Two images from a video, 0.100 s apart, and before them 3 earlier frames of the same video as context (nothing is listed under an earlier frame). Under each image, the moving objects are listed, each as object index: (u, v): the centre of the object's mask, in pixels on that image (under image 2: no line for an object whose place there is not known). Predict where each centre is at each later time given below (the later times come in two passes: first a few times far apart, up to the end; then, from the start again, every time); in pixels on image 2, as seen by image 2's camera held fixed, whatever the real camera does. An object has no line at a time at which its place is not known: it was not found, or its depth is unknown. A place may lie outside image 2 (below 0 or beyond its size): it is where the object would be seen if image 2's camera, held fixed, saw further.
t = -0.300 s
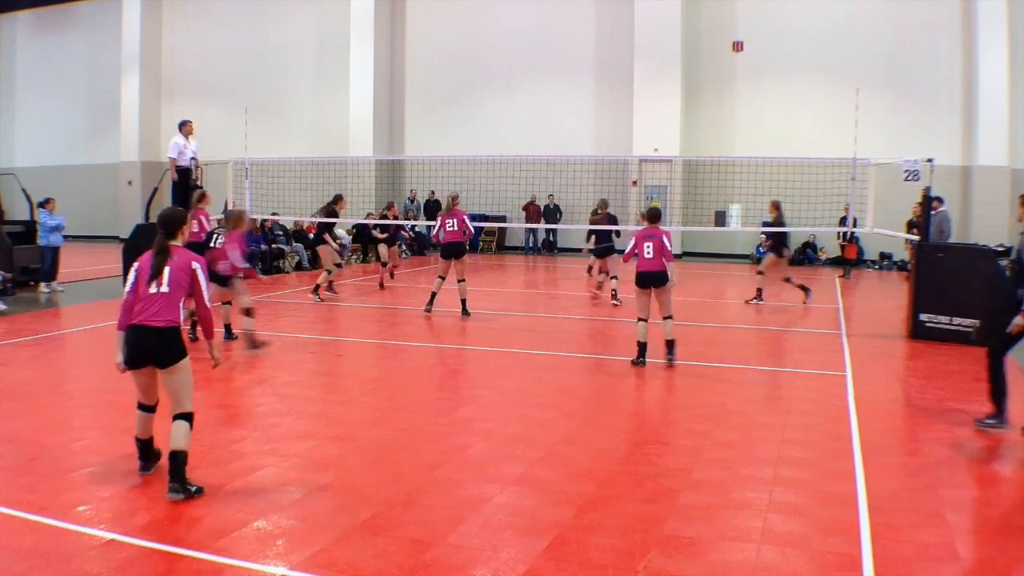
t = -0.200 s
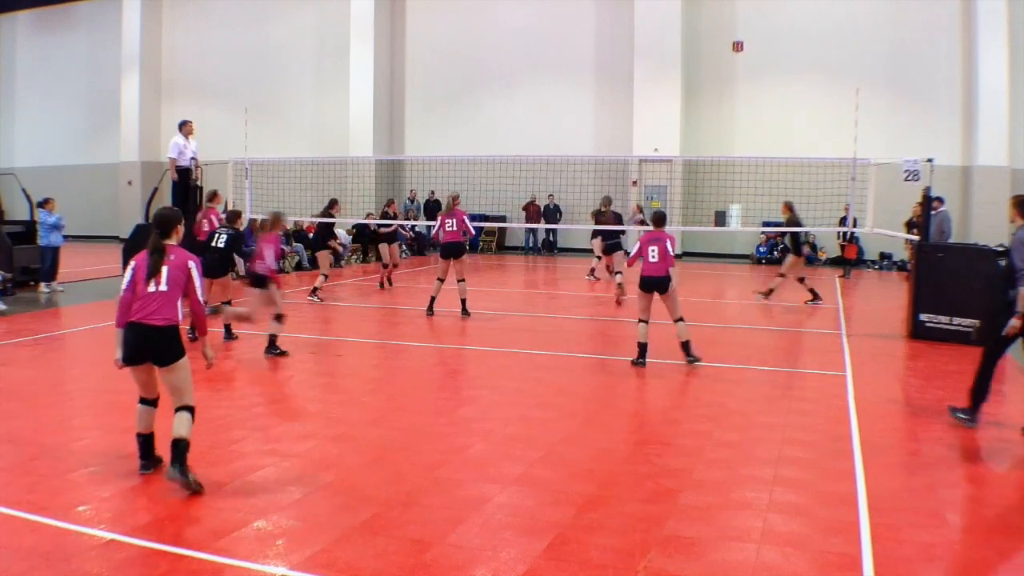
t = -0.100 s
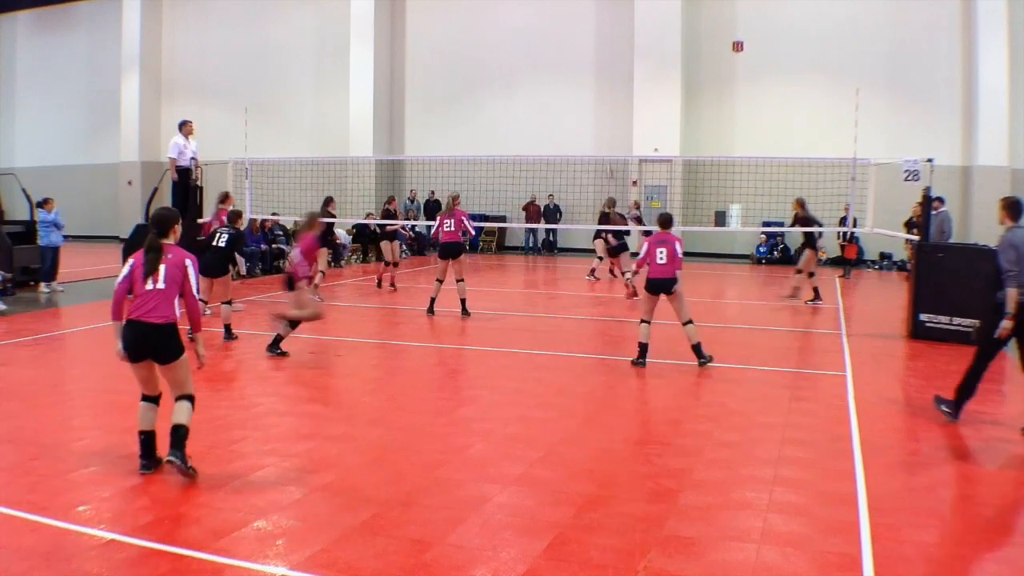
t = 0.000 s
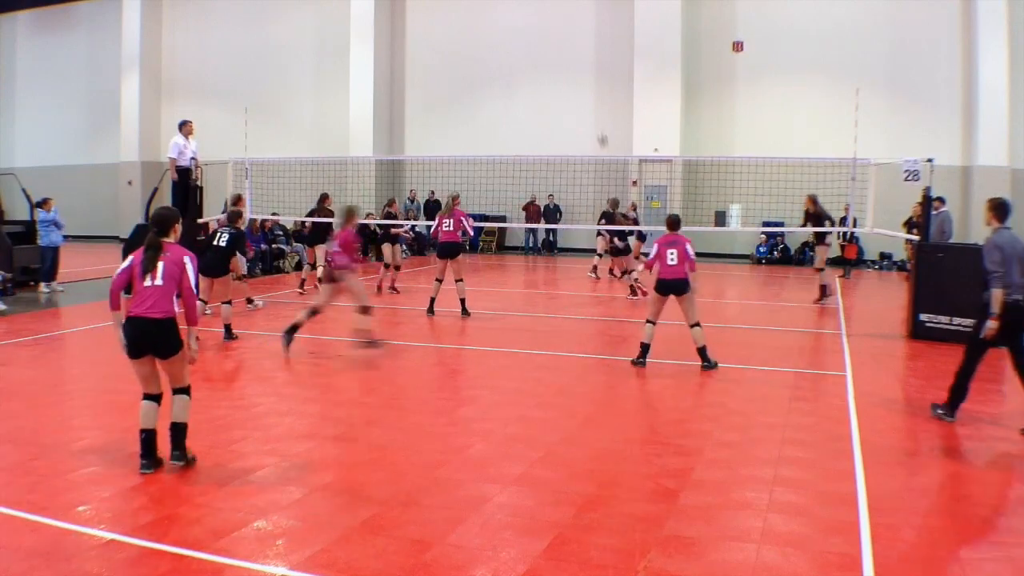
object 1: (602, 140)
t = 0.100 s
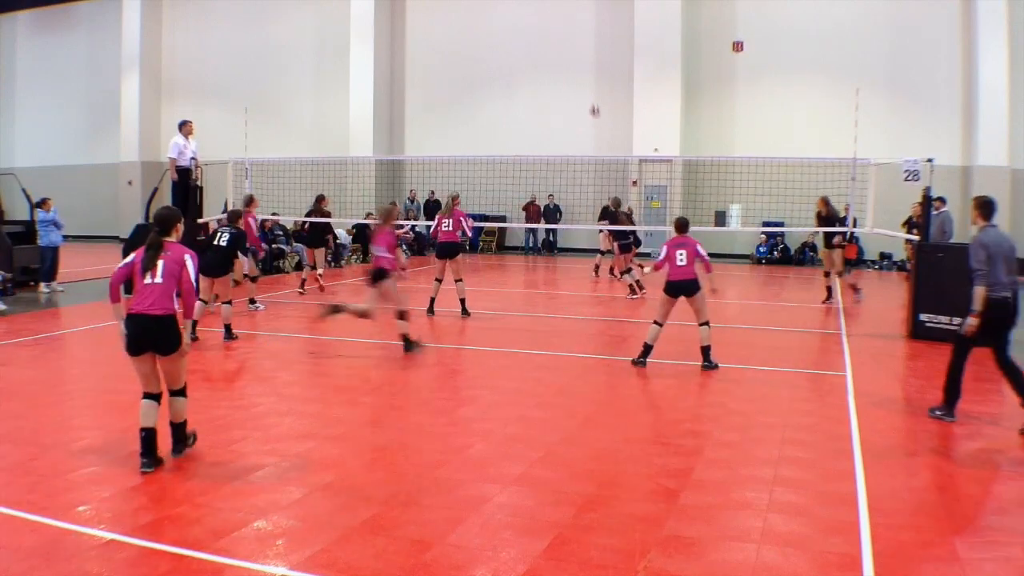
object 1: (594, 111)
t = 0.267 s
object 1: (580, 73)
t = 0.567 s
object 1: (555, 38)
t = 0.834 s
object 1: (531, 46)
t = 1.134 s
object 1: (503, 101)
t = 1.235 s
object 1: (492, 132)
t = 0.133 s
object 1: (591, 102)
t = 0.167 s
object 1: (589, 94)
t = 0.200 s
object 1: (586, 86)
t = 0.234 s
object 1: (583, 80)
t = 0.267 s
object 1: (580, 73)
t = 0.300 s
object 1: (577, 67)
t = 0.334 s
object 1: (575, 61)
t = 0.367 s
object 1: (572, 56)
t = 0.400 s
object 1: (570, 52)
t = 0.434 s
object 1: (567, 48)
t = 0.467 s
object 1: (564, 45)
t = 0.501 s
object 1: (561, 42)
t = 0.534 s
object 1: (558, 40)
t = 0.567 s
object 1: (555, 38)
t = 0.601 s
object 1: (552, 37)
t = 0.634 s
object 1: (549, 36)
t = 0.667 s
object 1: (546, 36)
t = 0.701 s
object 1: (544, 37)
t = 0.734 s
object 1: (540, 38)
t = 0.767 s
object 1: (537, 40)
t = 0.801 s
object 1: (535, 42)
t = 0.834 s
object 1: (531, 46)
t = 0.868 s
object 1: (528, 50)
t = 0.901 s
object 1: (525, 53)
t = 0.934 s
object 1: (522, 59)
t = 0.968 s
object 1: (519, 65)
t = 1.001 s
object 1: (516, 70)
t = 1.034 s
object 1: (512, 77)
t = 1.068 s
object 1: (510, 85)
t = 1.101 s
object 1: (506, 93)
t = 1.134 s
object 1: (503, 101)
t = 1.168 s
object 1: (500, 113)
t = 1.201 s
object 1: (496, 122)
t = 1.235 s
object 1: (492, 132)
